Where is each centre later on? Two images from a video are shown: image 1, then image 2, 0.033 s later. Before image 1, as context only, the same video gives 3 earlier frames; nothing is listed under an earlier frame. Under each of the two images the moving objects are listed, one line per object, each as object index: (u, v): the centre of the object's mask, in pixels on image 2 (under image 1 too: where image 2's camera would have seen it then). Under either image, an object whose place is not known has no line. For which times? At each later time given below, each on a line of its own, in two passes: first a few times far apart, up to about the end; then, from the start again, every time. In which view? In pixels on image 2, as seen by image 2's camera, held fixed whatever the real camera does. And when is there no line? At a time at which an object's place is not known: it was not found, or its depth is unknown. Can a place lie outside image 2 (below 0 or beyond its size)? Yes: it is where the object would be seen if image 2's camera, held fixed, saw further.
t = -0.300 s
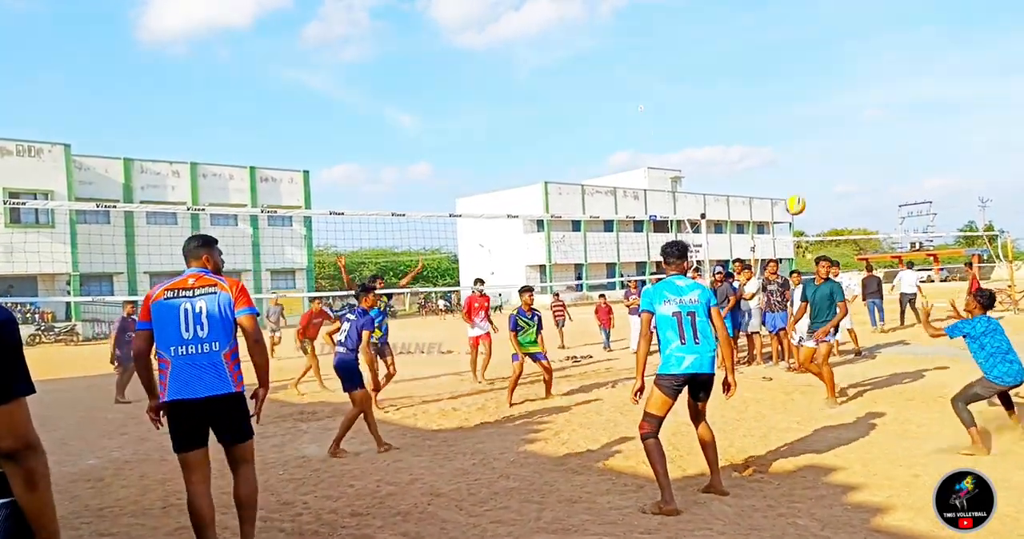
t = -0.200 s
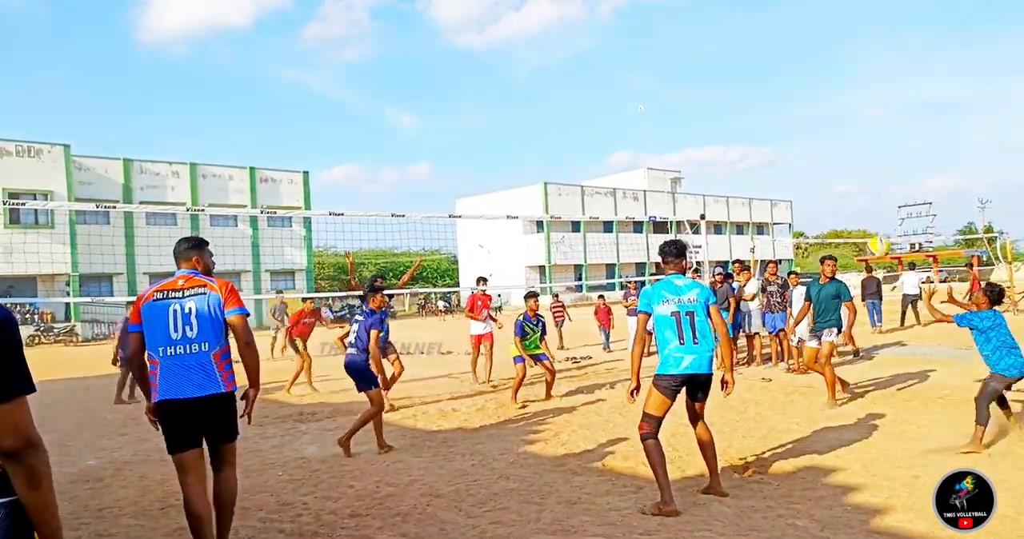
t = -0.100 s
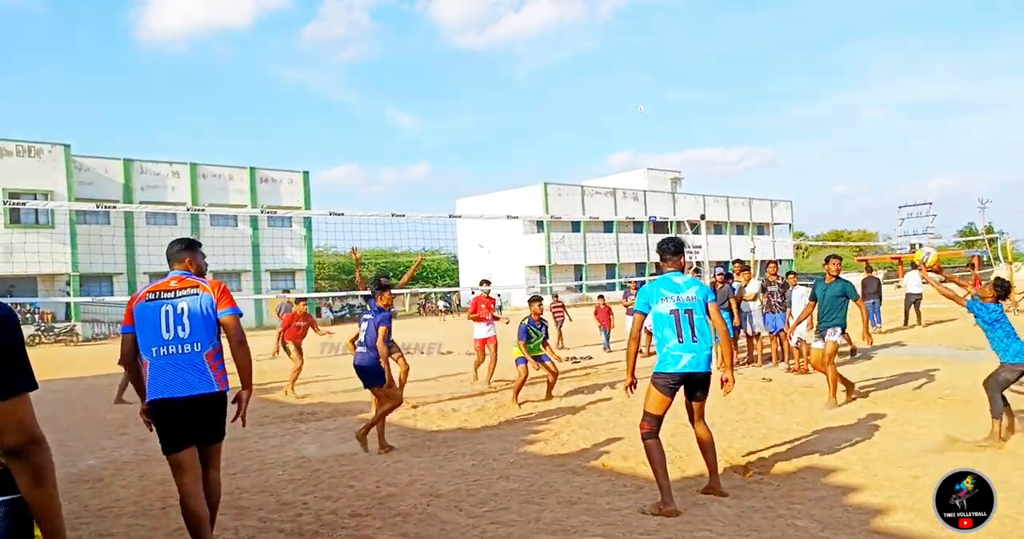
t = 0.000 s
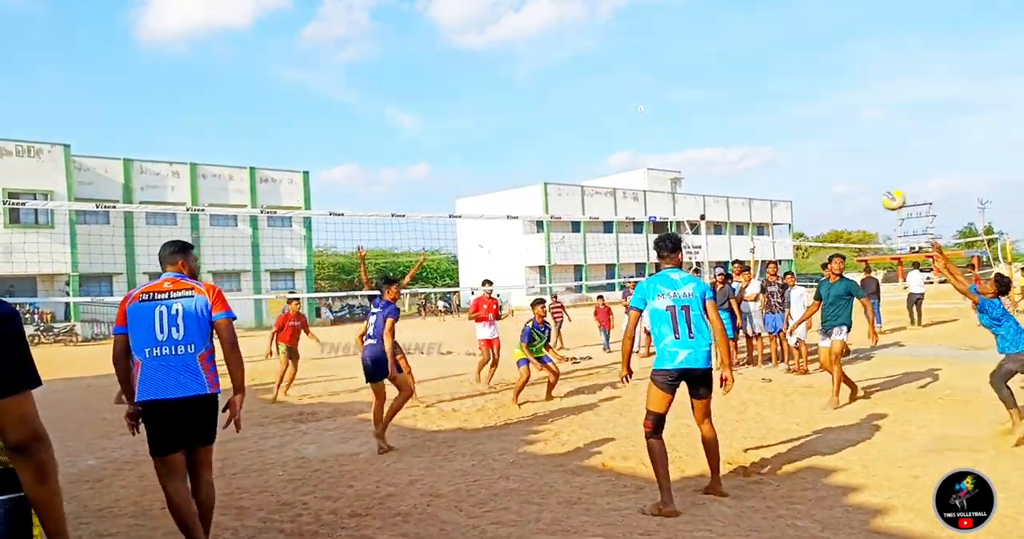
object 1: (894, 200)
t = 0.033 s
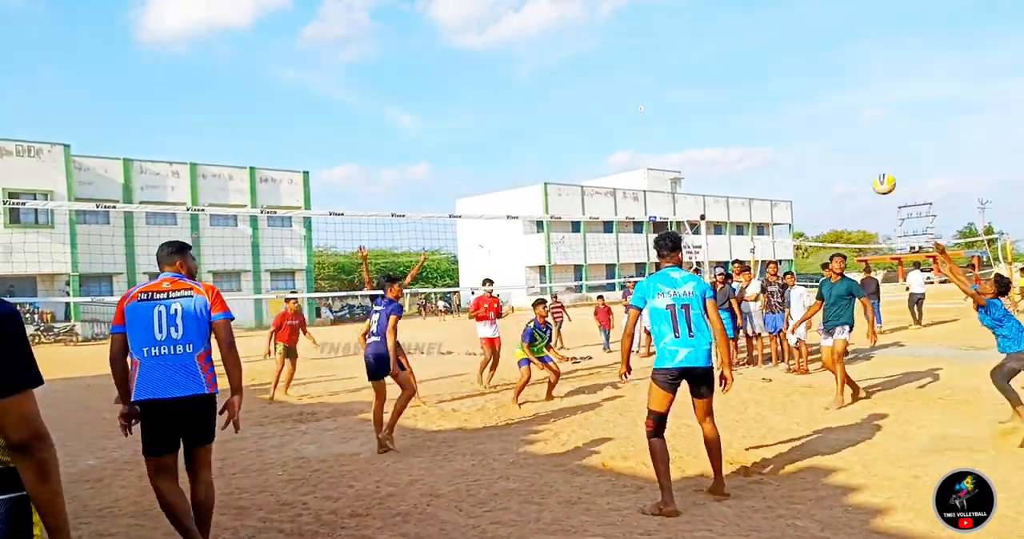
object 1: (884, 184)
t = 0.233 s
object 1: (830, 116)
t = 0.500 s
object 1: (770, 87)
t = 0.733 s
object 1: (725, 110)
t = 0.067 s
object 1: (875, 170)
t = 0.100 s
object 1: (865, 157)
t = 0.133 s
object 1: (856, 145)
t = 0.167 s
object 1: (847, 134)
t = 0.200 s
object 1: (838, 125)
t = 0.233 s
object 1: (830, 116)
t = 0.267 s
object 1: (821, 109)
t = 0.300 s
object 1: (814, 102)
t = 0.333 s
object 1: (806, 97)
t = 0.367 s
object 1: (799, 93)
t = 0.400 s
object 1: (792, 90)
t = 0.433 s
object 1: (784, 88)
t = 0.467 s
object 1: (777, 87)
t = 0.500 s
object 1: (770, 87)
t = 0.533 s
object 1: (763, 87)
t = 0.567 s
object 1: (757, 88)
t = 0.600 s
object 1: (750, 91)
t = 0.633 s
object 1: (743, 94)
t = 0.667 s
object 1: (737, 98)
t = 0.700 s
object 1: (731, 104)
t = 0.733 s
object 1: (725, 110)
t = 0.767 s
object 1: (719, 116)
